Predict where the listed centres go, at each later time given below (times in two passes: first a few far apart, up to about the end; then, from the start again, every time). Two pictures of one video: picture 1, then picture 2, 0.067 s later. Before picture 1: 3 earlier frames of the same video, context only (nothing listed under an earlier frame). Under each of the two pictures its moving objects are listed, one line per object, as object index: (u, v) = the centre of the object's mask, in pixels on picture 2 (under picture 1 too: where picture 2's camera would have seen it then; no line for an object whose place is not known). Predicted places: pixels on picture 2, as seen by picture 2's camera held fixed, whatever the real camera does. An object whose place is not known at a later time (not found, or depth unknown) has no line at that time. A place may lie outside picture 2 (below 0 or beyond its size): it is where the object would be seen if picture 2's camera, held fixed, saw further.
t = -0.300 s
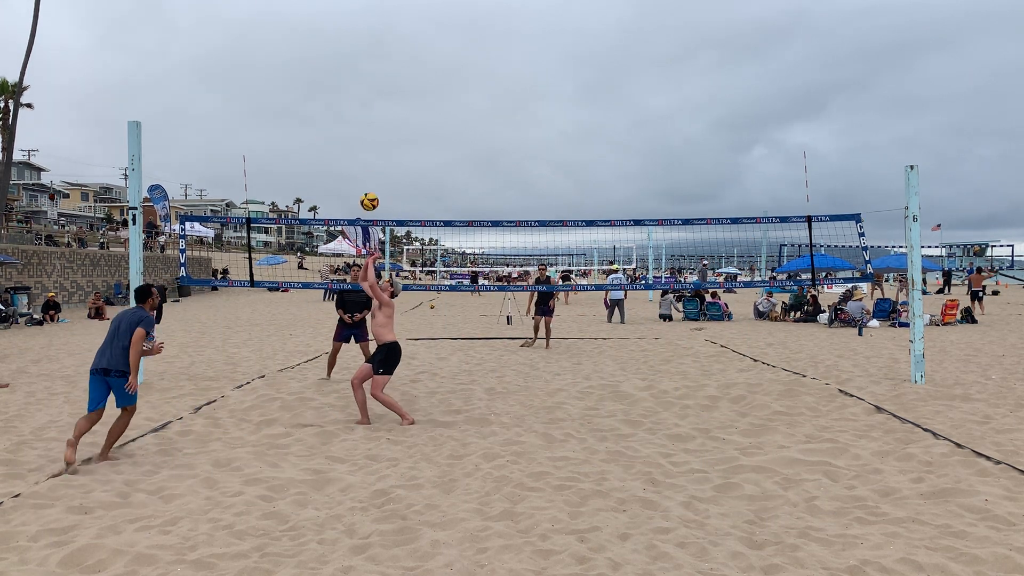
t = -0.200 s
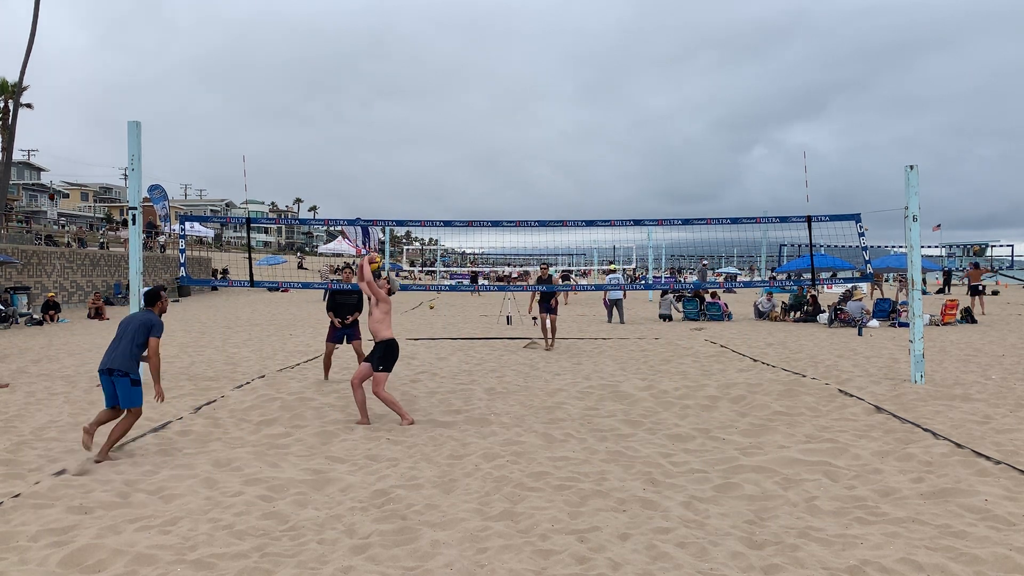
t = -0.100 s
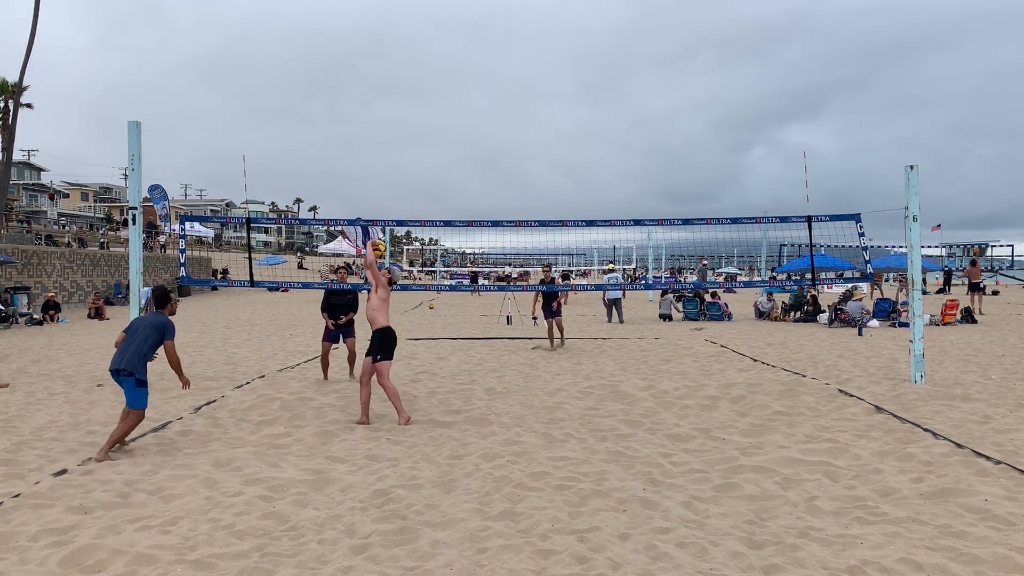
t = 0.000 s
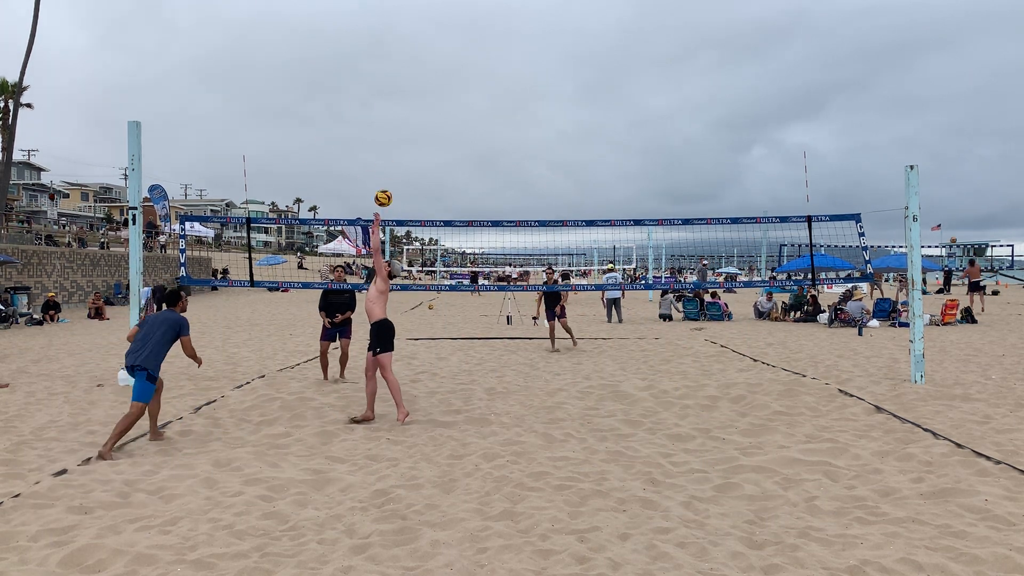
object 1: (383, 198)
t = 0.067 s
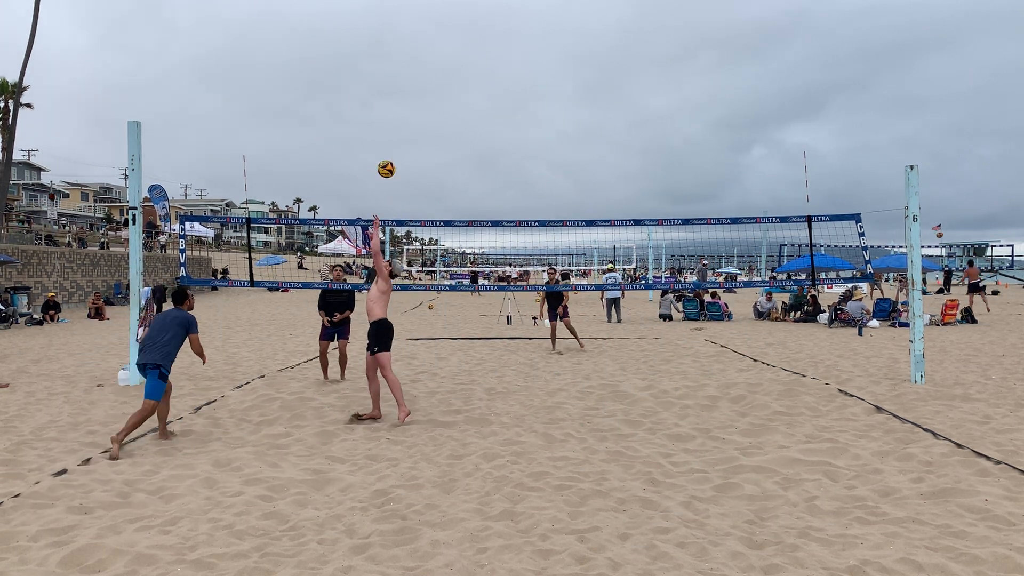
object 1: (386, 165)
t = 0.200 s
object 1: (388, 122)
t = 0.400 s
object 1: (398, 83)
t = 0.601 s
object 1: (406, 77)
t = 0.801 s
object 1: (413, 105)
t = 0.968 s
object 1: (415, 147)
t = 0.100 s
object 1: (388, 153)
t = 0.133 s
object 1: (388, 142)
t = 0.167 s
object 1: (387, 131)
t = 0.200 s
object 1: (388, 122)
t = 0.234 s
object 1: (390, 113)
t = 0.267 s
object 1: (392, 103)
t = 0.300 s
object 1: (394, 97)
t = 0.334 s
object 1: (395, 91)
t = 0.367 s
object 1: (396, 87)
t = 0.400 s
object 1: (398, 83)
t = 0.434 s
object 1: (399, 79)
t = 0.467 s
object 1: (401, 77)
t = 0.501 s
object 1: (402, 76)
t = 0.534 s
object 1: (403, 76)
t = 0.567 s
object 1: (404, 77)
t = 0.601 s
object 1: (406, 77)
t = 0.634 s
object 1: (407, 79)
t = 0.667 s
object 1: (409, 84)
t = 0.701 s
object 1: (410, 88)
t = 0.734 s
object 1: (411, 93)
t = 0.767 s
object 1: (412, 98)
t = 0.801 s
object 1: (413, 105)
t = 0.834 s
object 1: (410, 111)
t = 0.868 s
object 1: (412, 119)
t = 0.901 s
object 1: (413, 127)
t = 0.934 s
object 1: (415, 136)
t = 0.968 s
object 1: (415, 147)
